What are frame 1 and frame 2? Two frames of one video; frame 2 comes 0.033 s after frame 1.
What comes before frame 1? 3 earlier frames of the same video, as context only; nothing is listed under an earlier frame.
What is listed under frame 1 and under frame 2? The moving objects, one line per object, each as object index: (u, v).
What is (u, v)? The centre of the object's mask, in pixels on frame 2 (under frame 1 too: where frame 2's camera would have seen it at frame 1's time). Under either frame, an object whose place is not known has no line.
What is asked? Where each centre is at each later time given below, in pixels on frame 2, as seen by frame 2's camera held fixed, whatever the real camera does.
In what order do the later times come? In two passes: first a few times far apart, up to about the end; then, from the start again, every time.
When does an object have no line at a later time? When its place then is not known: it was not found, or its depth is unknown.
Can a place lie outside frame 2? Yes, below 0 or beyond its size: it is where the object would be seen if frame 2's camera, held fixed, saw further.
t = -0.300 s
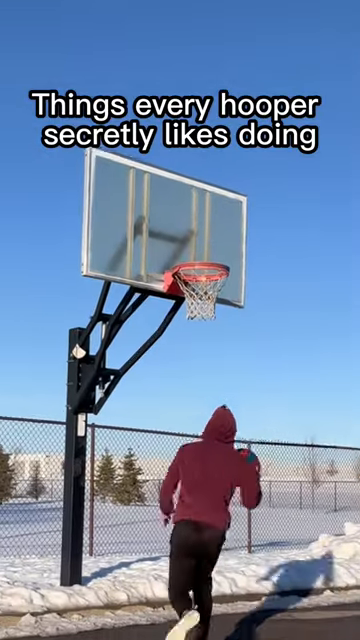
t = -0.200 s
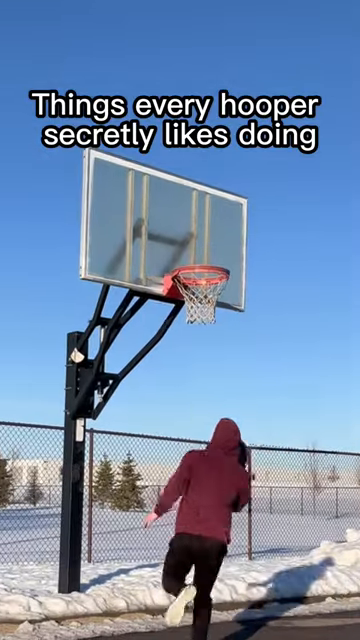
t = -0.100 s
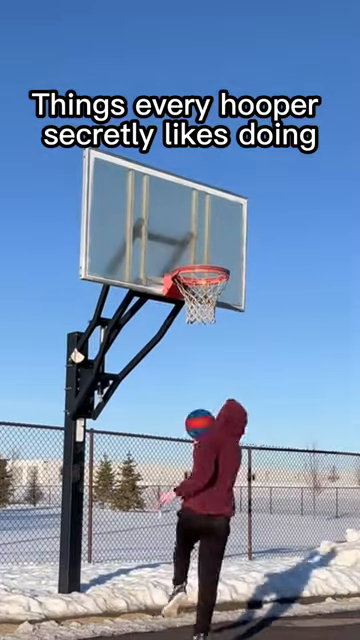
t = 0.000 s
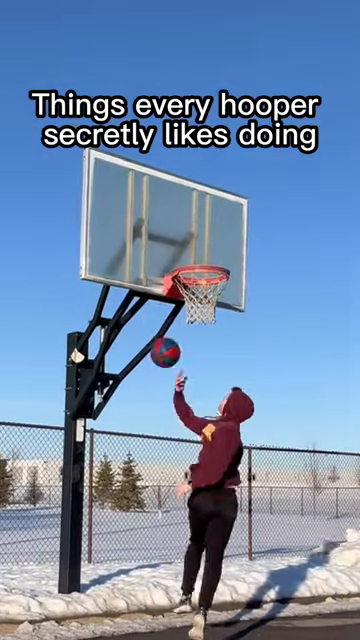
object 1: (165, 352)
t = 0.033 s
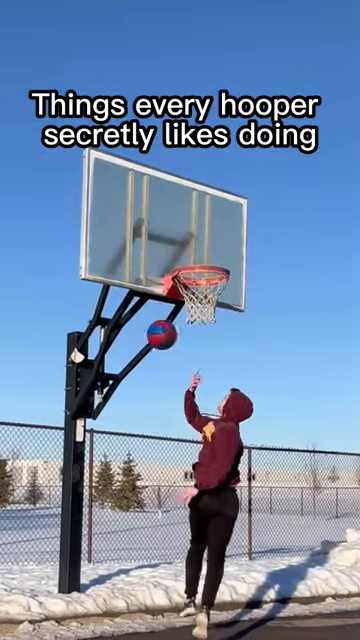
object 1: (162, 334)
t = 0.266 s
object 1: (140, 251)
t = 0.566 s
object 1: (169, 238)
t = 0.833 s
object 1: (186, 245)
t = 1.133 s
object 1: (212, 320)
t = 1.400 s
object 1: (235, 409)
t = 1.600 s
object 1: (253, 539)
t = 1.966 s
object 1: (270, 502)
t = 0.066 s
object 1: (158, 318)
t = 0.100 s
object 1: (155, 303)
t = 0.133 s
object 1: (152, 290)
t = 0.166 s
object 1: (149, 278)
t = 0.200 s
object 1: (146, 268)
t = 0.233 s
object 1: (143, 258)
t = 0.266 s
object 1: (140, 251)
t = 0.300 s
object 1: (137, 245)
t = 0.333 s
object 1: (137, 235)
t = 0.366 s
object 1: (142, 232)
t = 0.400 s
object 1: (146, 230)
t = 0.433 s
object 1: (150, 229)
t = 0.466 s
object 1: (155, 230)
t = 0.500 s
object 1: (159, 231)
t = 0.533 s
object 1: (164, 234)
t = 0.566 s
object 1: (169, 238)
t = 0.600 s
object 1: (173, 244)
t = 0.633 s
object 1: (177, 250)
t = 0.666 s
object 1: (179, 252)
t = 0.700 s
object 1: (182, 244)
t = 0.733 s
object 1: (183, 242)
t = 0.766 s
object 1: (184, 242)
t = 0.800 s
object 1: (185, 243)
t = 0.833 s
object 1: (186, 245)
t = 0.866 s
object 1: (187, 248)
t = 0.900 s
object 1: (188, 252)
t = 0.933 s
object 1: (187, 255)
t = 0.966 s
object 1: (188, 259)
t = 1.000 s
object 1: (195, 283)
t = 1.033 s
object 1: (198, 291)
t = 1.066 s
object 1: (203, 299)
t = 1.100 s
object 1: (206, 305)
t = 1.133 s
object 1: (212, 320)
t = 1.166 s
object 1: (214, 321)
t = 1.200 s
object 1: (215, 324)
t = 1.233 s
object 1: (218, 331)
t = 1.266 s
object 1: (220, 341)
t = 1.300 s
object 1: (223, 352)
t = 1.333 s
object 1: (229, 378)
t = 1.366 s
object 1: (232, 393)
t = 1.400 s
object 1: (235, 409)
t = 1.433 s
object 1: (238, 427)
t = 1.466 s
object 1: (241, 447)
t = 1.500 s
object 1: (244, 468)
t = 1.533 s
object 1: (247, 490)
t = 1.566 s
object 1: (250, 514)
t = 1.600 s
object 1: (253, 539)
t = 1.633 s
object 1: (256, 566)
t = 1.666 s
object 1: (261, 626)
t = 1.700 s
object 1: (262, 625)
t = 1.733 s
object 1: (264, 605)
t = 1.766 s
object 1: (265, 586)
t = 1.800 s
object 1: (265, 568)
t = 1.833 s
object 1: (266, 553)
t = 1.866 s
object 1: (267, 538)
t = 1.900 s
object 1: (268, 525)
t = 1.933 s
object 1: (269, 513)
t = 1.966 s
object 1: (270, 502)
